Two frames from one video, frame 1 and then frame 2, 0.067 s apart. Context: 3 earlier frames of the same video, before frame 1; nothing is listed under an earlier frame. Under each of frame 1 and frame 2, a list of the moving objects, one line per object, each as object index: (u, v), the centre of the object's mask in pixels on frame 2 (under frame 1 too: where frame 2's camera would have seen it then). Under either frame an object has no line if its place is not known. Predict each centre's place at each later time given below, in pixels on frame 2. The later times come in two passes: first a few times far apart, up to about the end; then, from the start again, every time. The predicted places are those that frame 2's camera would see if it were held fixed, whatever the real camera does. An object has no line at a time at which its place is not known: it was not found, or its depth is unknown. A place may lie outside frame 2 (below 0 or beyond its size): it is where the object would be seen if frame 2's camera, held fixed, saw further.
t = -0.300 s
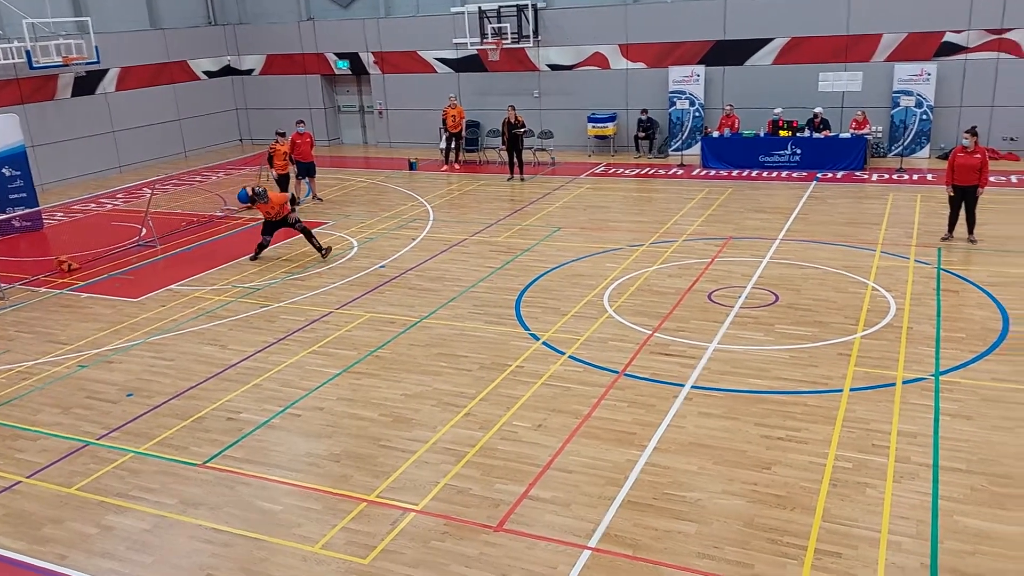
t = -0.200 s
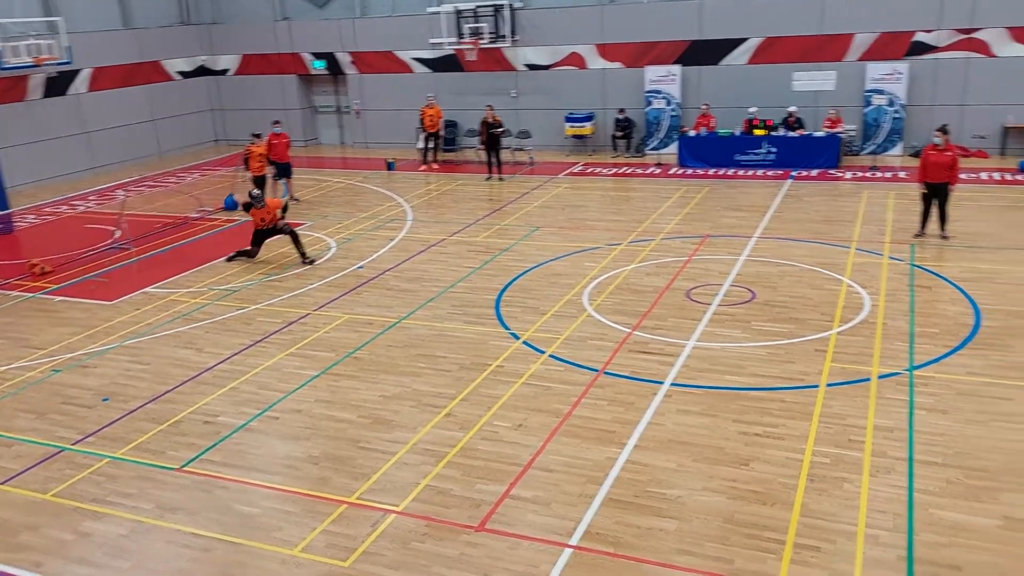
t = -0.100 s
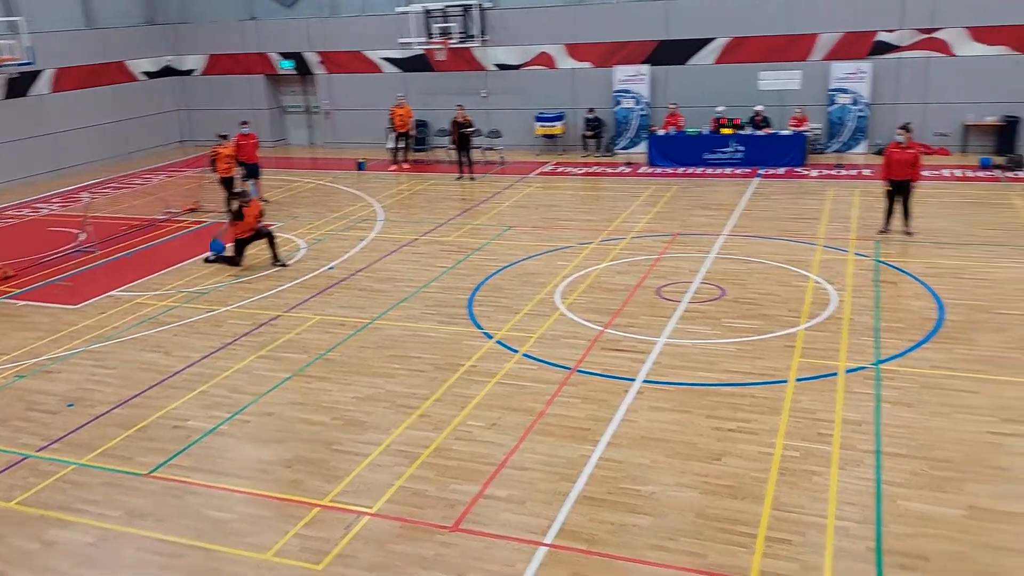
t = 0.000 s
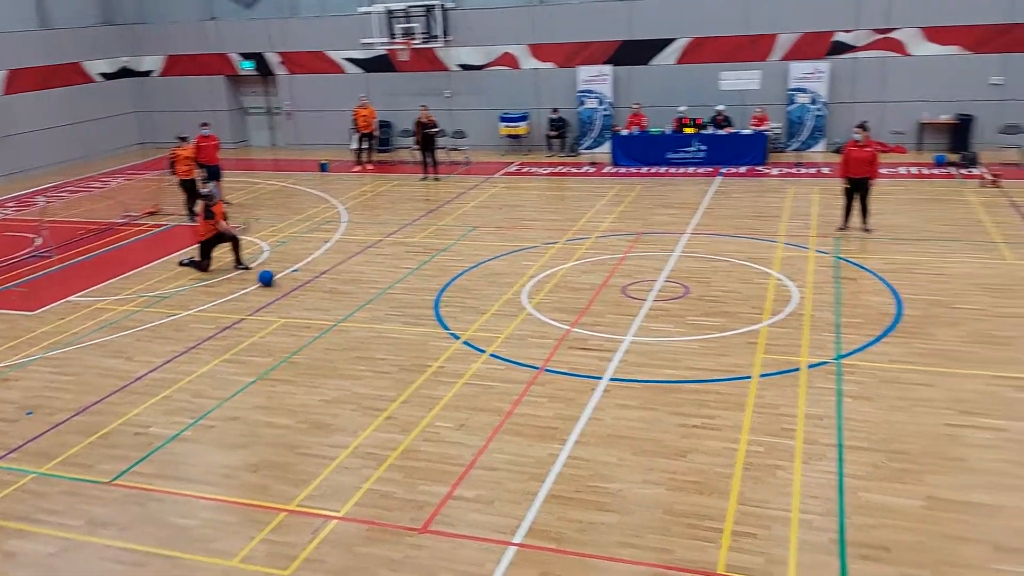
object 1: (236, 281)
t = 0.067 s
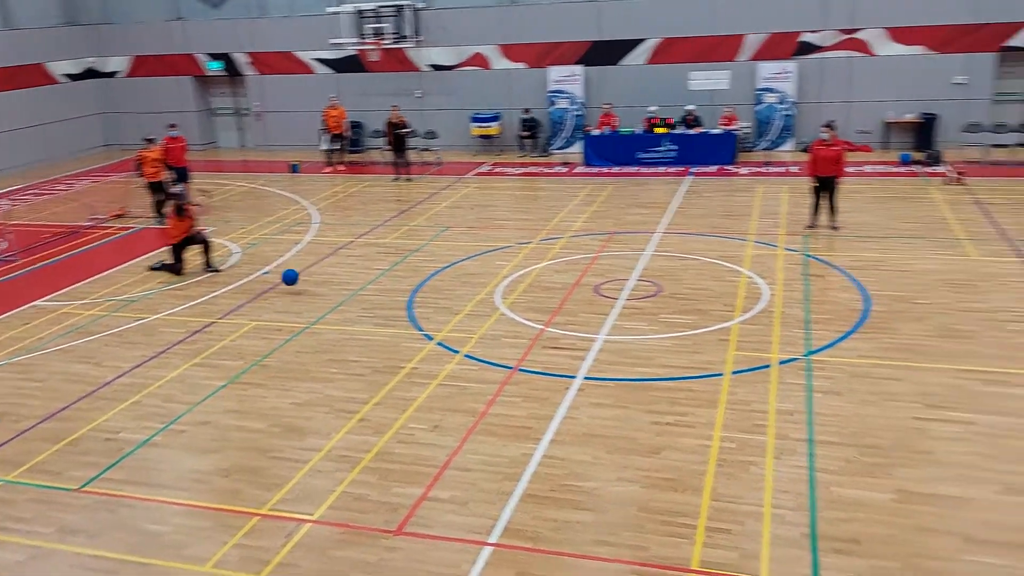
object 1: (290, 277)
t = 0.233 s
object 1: (434, 282)
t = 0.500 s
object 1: (679, 302)
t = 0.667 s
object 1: (838, 317)
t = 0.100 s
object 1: (318, 277)
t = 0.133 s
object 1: (346, 277)
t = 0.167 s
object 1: (375, 278)
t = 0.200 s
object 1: (405, 280)
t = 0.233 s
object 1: (434, 282)
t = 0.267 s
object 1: (466, 286)
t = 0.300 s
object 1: (498, 292)
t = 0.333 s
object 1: (530, 297)
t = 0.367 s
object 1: (563, 305)
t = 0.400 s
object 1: (593, 306)
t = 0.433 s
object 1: (621, 303)
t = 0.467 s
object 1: (649, 302)
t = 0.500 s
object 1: (679, 302)
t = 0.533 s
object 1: (709, 303)
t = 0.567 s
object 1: (740, 305)
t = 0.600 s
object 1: (772, 308)
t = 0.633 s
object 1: (804, 312)
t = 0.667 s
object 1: (838, 317)
